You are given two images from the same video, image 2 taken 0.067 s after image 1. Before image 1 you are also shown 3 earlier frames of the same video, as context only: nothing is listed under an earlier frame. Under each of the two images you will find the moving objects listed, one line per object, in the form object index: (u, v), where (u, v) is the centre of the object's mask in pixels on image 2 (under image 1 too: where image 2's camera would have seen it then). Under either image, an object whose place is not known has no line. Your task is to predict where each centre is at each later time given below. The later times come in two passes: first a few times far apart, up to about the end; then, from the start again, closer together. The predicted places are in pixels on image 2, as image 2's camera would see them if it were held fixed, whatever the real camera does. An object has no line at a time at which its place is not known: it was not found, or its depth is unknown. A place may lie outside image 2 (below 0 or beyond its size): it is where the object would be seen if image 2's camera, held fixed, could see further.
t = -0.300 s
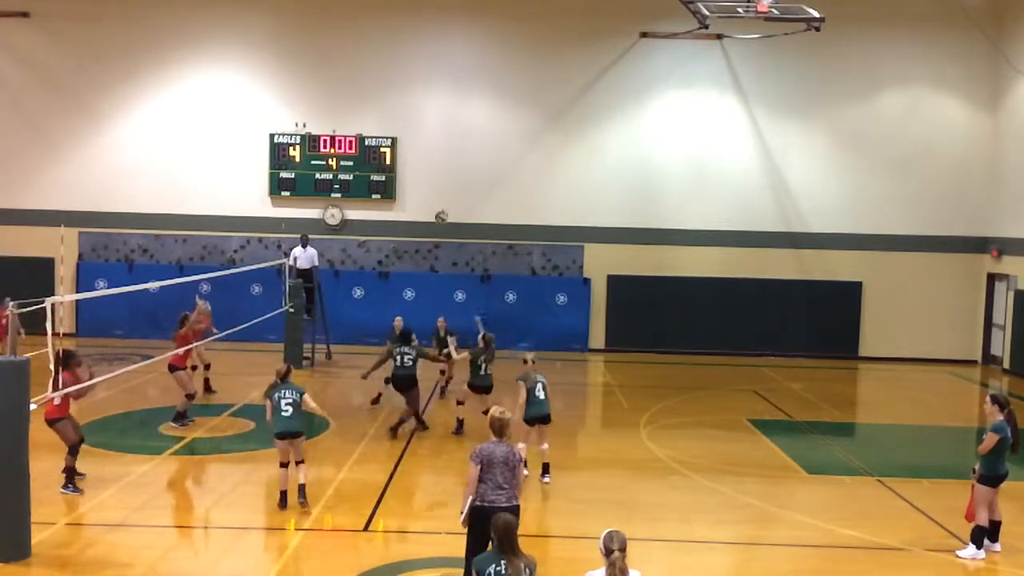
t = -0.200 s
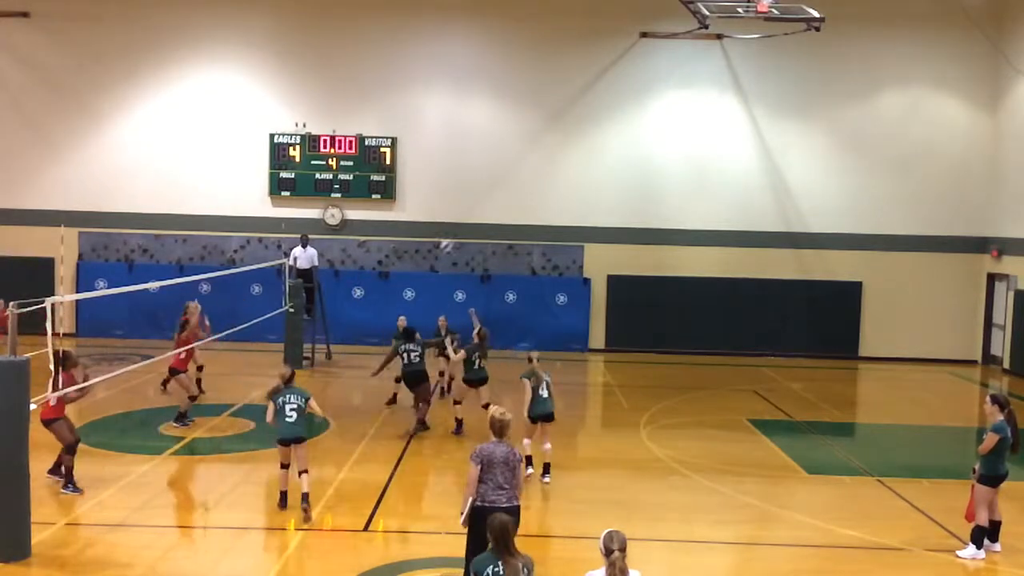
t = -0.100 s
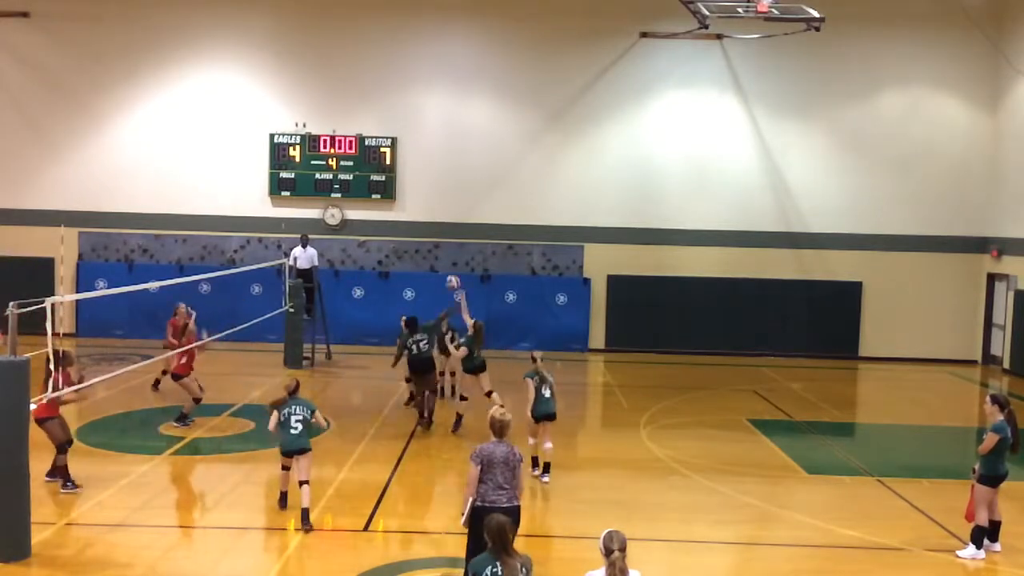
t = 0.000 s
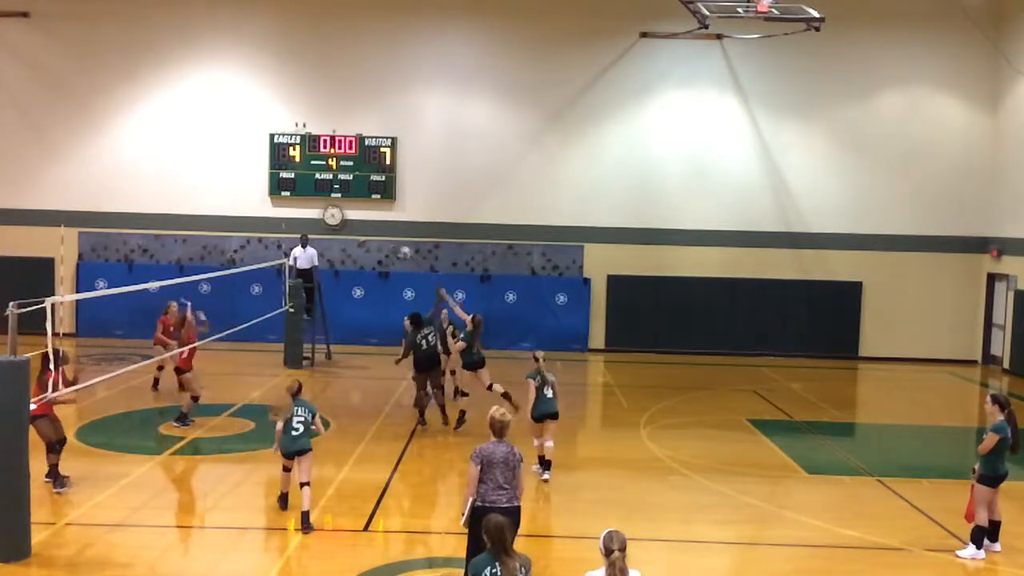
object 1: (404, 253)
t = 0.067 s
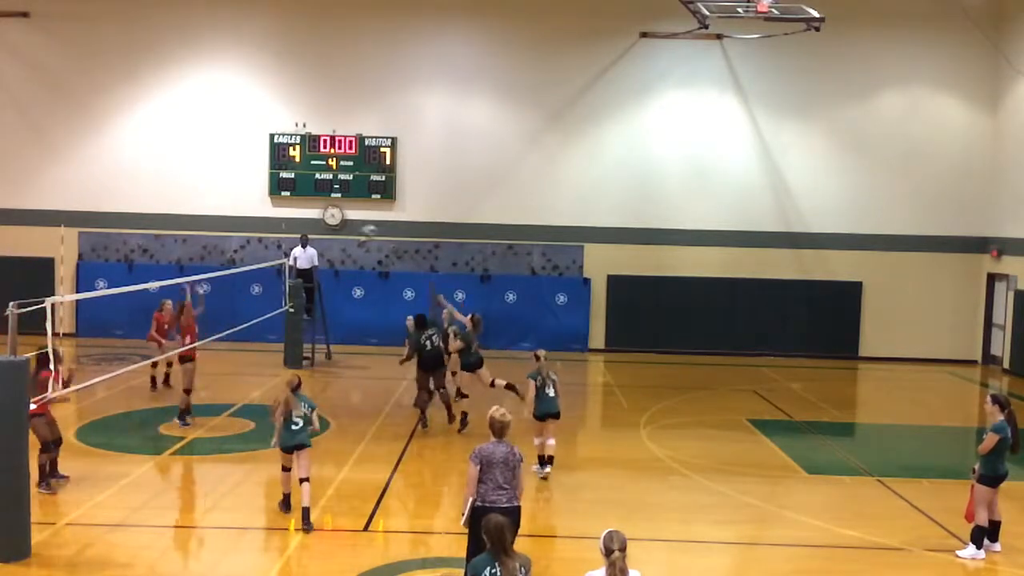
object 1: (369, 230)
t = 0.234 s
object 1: (282, 190)
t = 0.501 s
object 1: (150, 168)
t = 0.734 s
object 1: (46, 184)
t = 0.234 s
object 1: (282, 190)
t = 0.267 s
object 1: (265, 186)
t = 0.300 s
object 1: (248, 181)
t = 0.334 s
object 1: (231, 177)
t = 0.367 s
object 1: (215, 174)
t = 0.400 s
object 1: (198, 171)
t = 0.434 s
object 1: (182, 169)
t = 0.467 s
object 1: (167, 168)
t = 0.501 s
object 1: (150, 168)
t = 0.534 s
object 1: (135, 168)
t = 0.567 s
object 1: (120, 169)
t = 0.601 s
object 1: (104, 171)
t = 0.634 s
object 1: (89, 173)
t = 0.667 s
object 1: (75, 176)
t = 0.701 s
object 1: (61, 180)
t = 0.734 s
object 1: (46, 184)
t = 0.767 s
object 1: (31, 189)
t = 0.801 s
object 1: (18, 195)
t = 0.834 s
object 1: (5, 202)
